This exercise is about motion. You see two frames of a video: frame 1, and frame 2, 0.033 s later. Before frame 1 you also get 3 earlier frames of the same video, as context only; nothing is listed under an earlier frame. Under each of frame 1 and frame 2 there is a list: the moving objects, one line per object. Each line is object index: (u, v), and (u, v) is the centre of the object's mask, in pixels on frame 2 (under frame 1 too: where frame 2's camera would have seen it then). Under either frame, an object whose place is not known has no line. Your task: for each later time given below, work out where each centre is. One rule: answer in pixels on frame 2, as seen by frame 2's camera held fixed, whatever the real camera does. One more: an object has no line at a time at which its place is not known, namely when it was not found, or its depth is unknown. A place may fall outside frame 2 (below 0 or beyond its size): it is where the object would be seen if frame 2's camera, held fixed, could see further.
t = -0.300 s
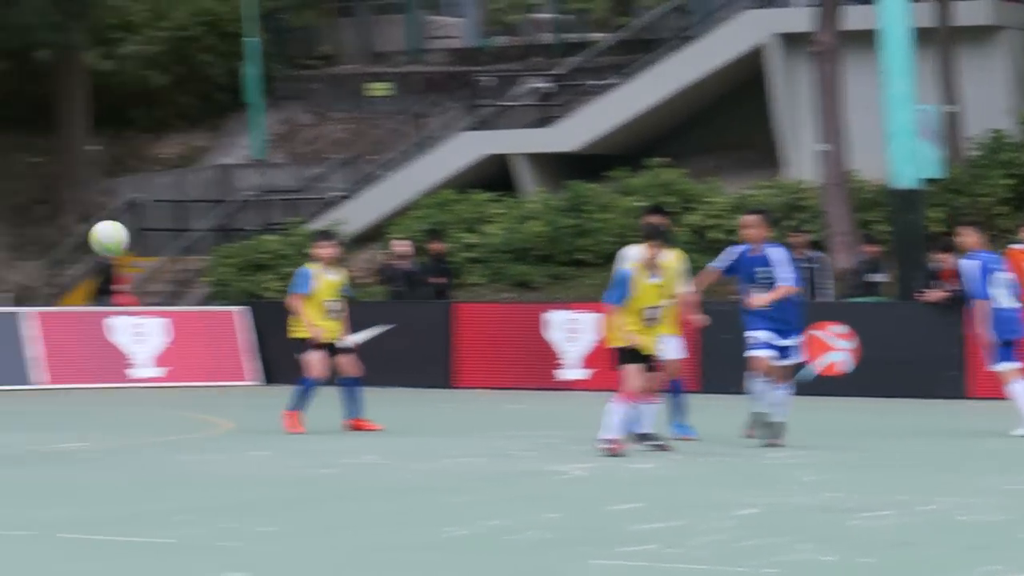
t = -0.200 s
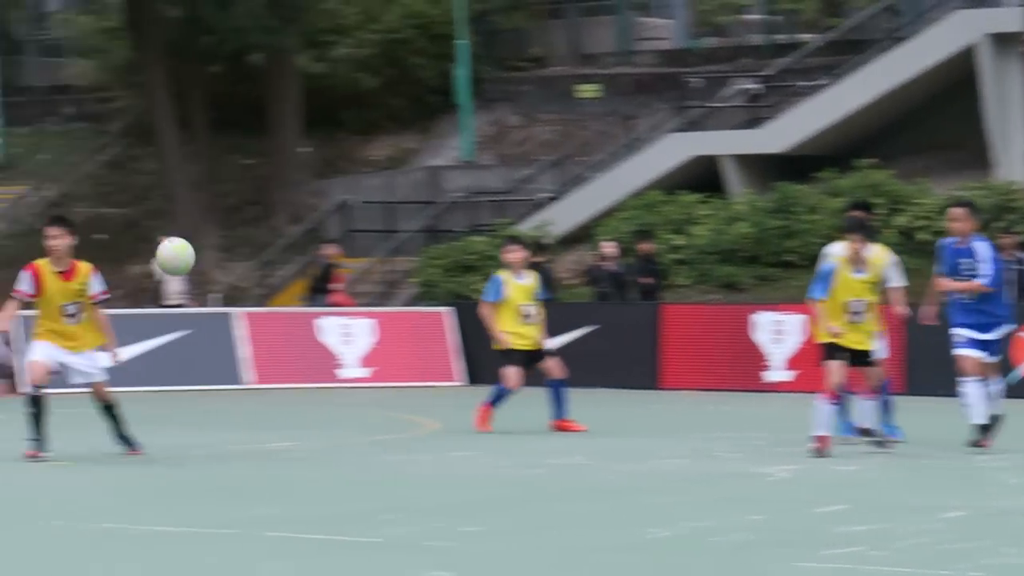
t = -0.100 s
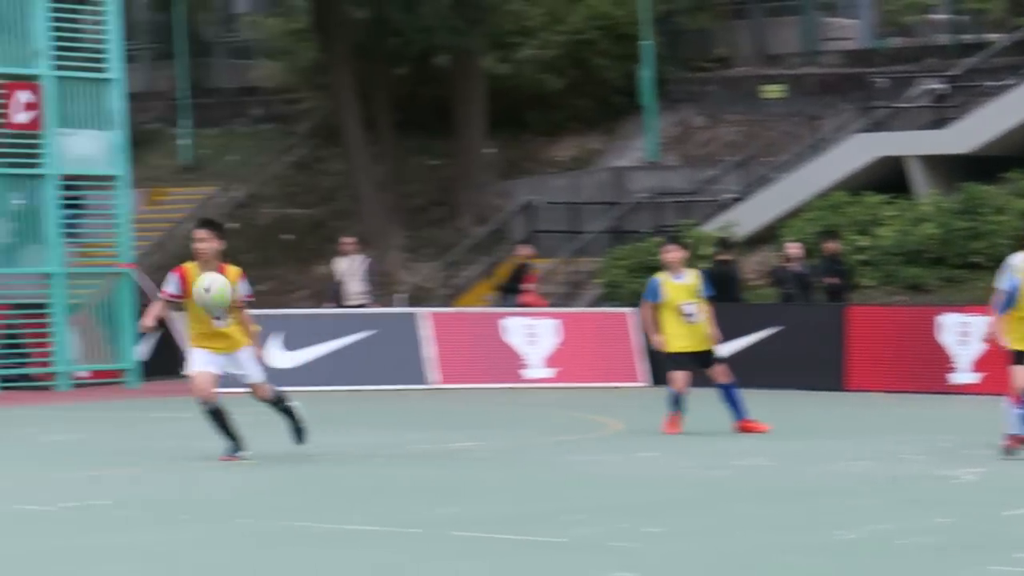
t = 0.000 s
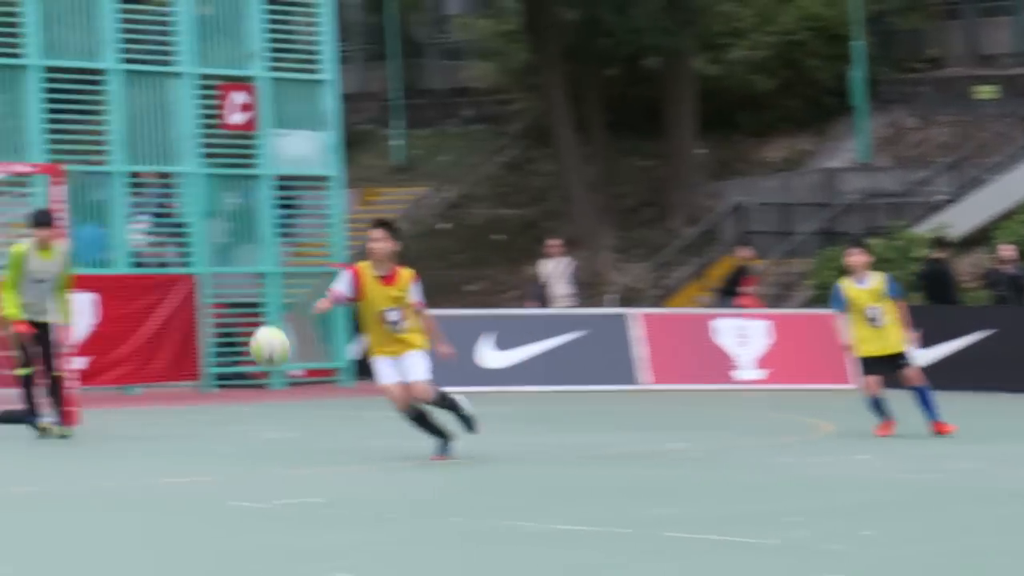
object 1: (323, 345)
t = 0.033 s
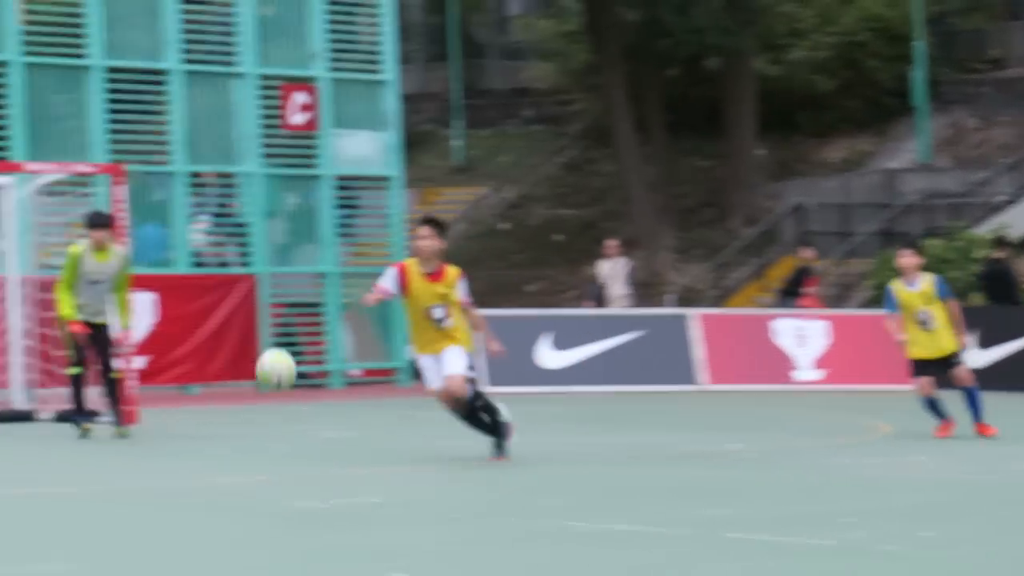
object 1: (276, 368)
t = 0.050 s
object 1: (251, 382)
